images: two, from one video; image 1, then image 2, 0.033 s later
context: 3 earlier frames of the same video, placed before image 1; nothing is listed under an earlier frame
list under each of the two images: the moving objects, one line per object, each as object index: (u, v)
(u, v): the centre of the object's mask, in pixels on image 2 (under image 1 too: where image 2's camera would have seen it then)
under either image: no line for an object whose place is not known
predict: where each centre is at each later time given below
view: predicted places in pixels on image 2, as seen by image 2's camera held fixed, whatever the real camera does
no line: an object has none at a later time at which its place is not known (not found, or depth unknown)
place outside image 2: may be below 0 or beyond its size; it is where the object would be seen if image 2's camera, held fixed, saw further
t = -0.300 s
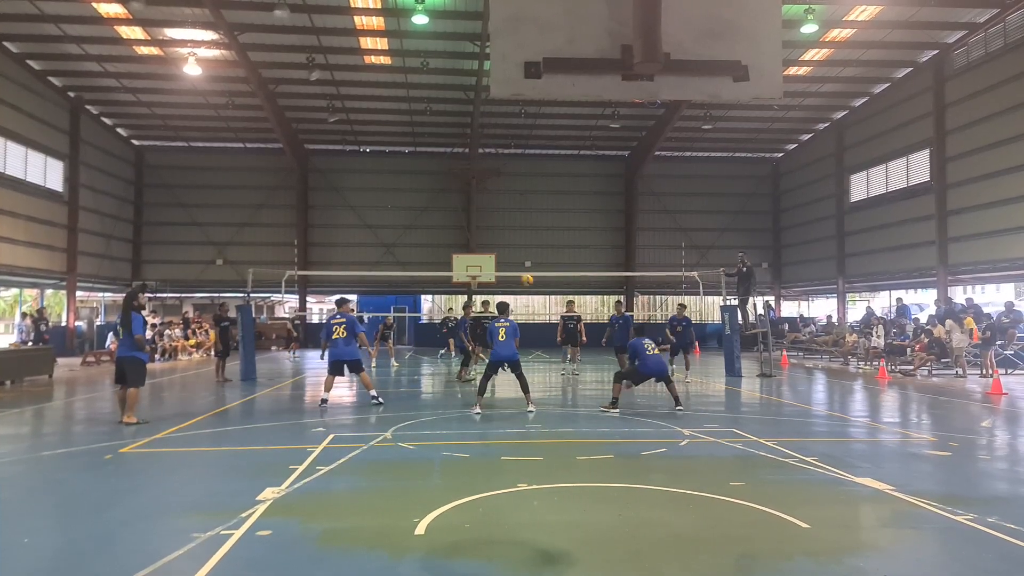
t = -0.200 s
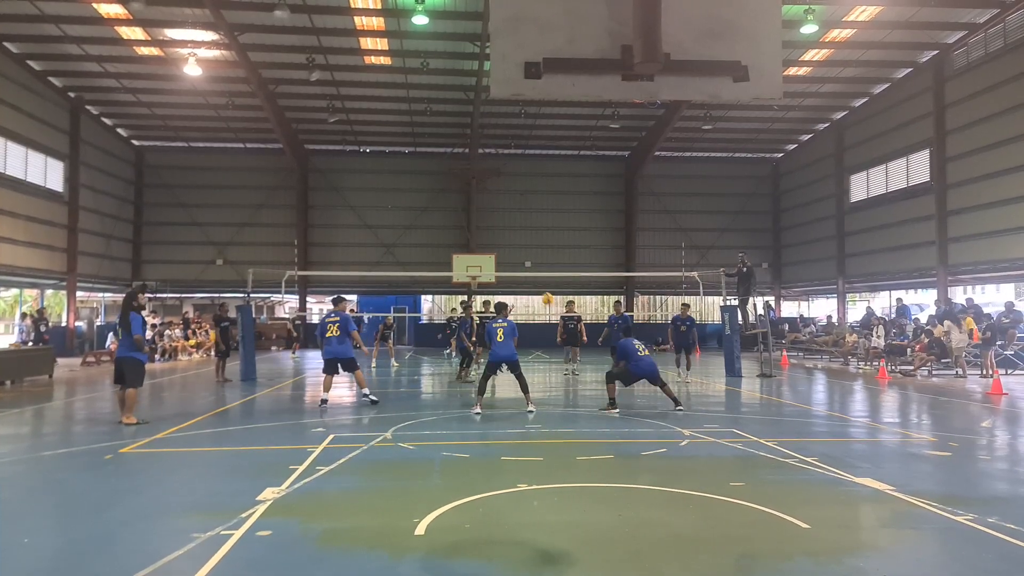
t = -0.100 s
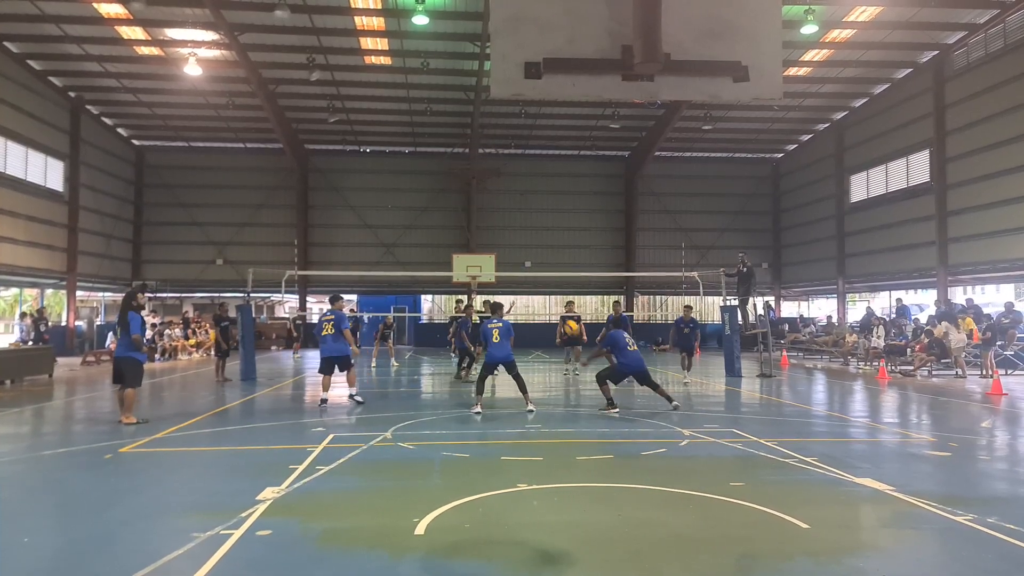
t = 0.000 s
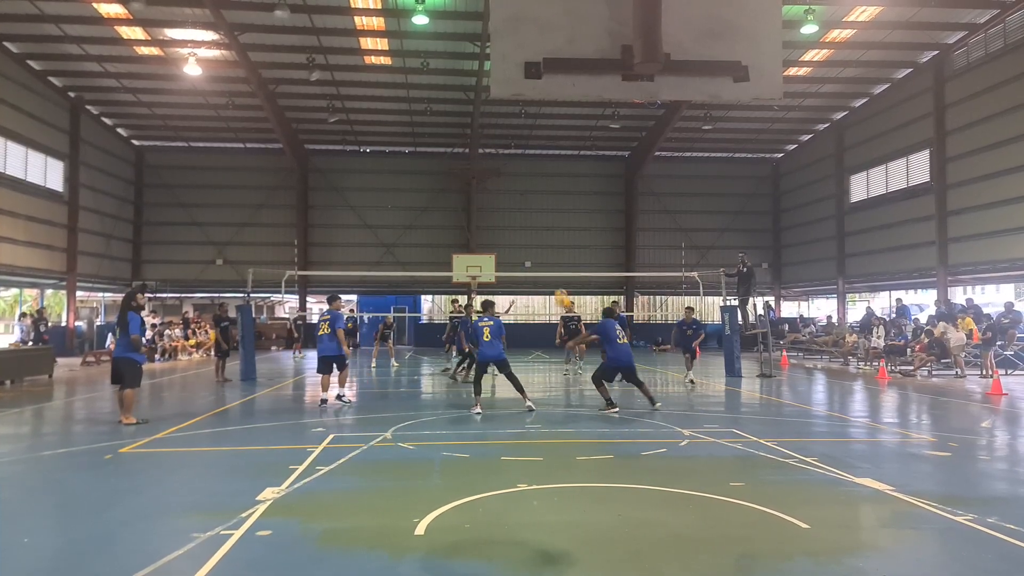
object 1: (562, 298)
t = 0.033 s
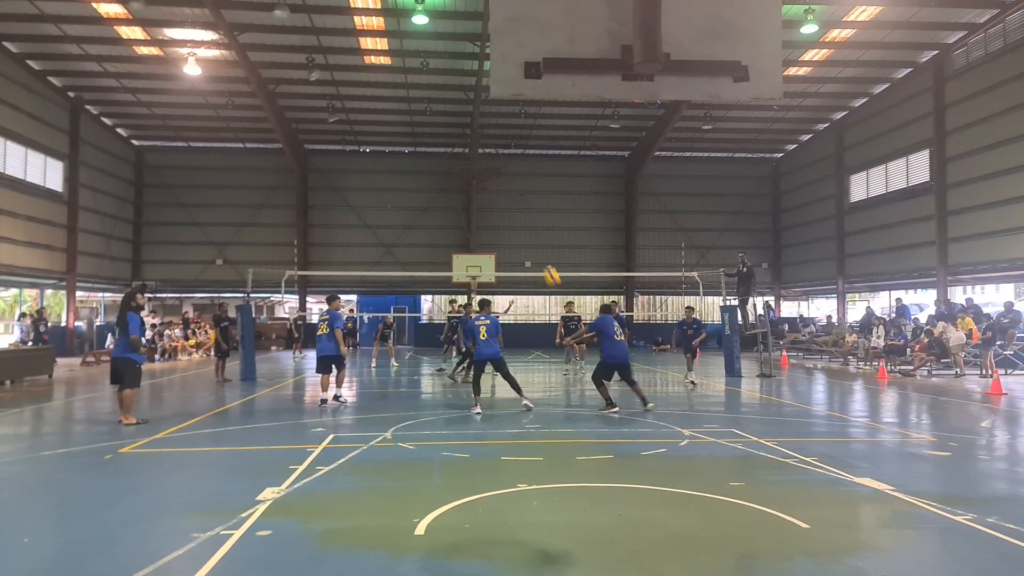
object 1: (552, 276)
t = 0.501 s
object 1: (399, 23)
